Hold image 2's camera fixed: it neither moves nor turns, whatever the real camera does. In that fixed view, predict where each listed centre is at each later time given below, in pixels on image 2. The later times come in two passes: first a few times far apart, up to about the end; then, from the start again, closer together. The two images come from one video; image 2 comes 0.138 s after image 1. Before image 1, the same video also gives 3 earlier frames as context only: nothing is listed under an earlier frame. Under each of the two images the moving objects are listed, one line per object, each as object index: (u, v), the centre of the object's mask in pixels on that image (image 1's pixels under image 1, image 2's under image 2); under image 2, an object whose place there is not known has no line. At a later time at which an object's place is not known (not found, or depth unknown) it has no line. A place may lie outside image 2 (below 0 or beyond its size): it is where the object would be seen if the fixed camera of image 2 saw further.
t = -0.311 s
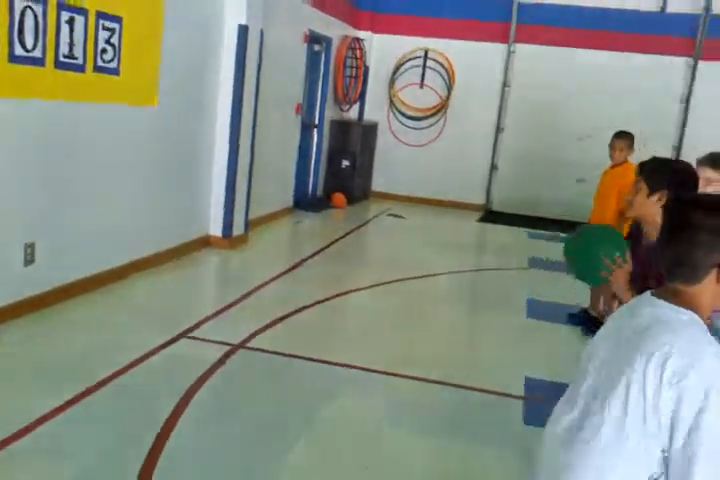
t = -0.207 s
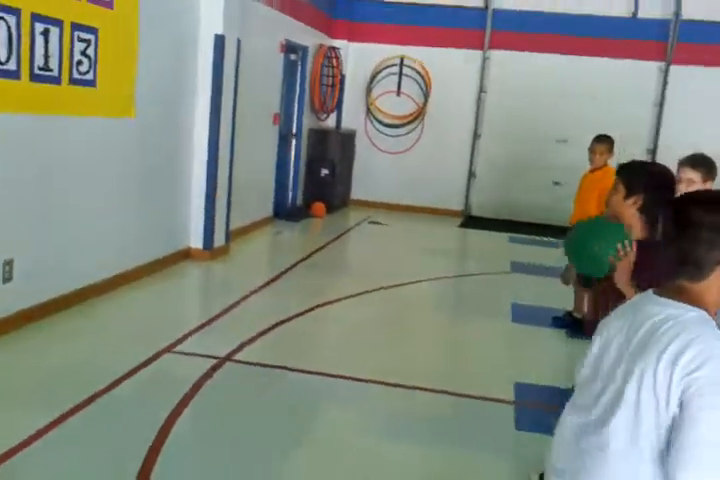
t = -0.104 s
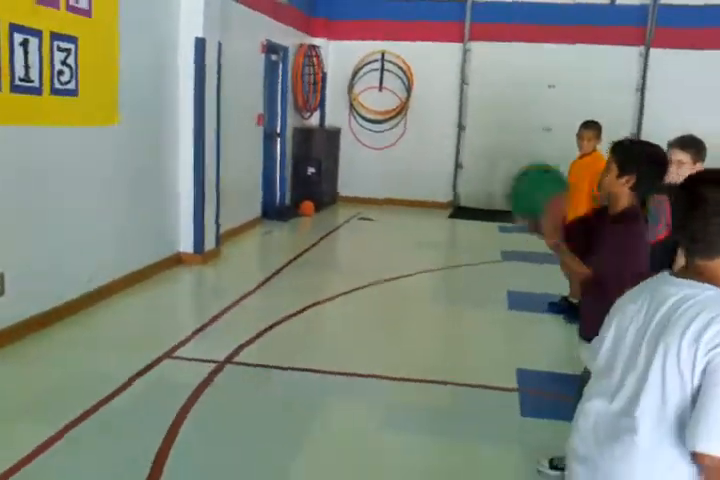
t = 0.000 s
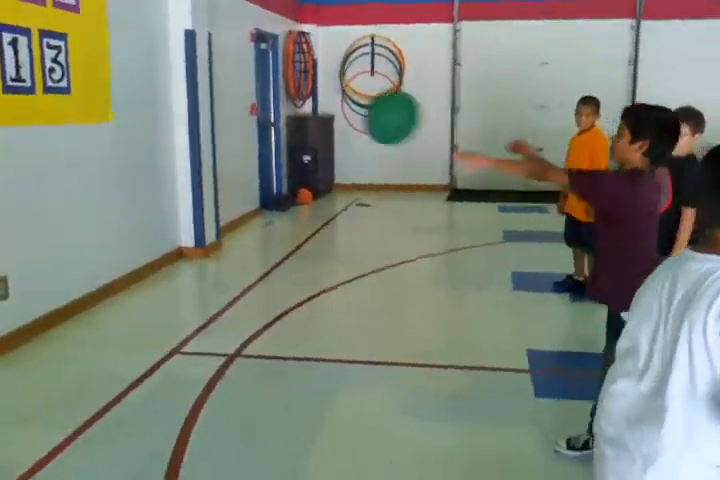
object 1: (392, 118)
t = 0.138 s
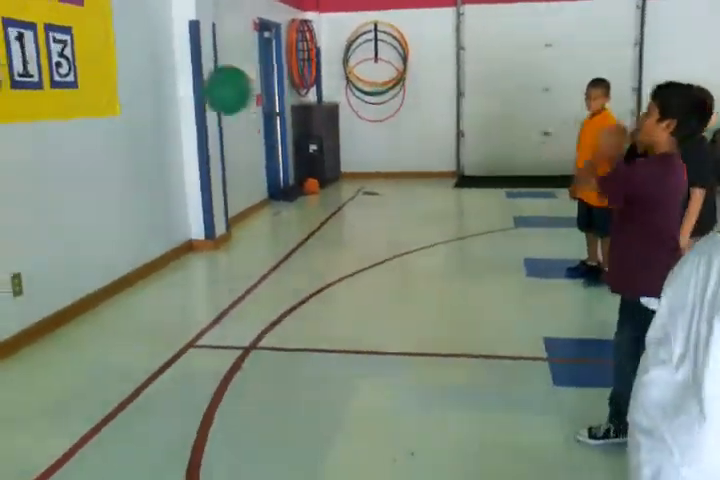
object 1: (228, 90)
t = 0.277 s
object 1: (98, 117)
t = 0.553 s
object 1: (180, 221)
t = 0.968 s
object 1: (461, 192)
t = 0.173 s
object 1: (190, 94)
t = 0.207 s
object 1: (157, 99)
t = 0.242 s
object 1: (127, 107)
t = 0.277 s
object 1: (98, 117)
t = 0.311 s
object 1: (71, 128)
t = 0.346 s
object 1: (46, 141)
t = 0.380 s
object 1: (27, 155)
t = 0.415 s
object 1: (50, 164)
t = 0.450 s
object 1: (83, 176)
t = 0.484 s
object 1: (116, 189)
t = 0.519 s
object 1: (148, 204)
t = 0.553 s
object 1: (180, 221)
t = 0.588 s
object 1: (213, 240)
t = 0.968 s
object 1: (461, 192)
